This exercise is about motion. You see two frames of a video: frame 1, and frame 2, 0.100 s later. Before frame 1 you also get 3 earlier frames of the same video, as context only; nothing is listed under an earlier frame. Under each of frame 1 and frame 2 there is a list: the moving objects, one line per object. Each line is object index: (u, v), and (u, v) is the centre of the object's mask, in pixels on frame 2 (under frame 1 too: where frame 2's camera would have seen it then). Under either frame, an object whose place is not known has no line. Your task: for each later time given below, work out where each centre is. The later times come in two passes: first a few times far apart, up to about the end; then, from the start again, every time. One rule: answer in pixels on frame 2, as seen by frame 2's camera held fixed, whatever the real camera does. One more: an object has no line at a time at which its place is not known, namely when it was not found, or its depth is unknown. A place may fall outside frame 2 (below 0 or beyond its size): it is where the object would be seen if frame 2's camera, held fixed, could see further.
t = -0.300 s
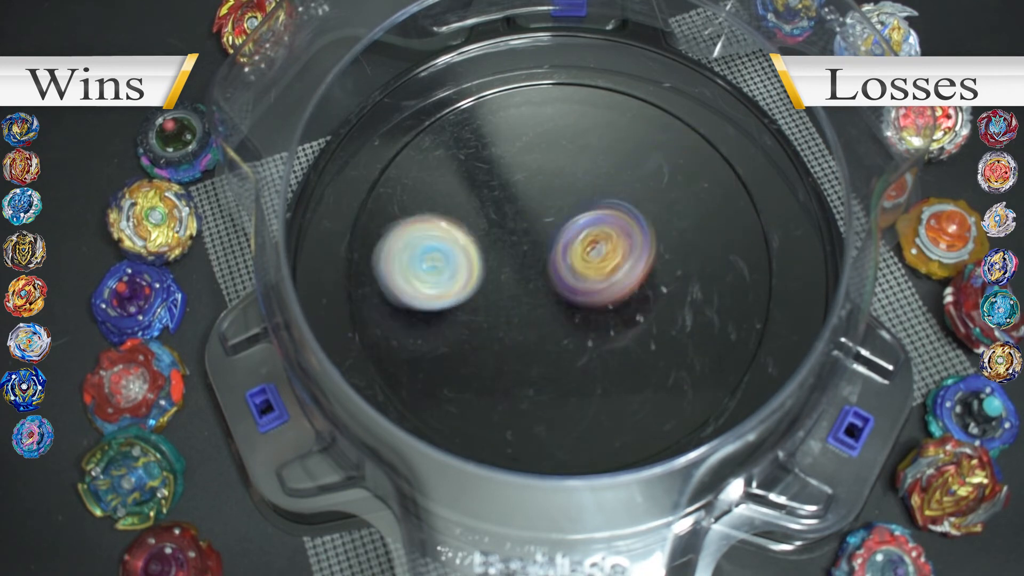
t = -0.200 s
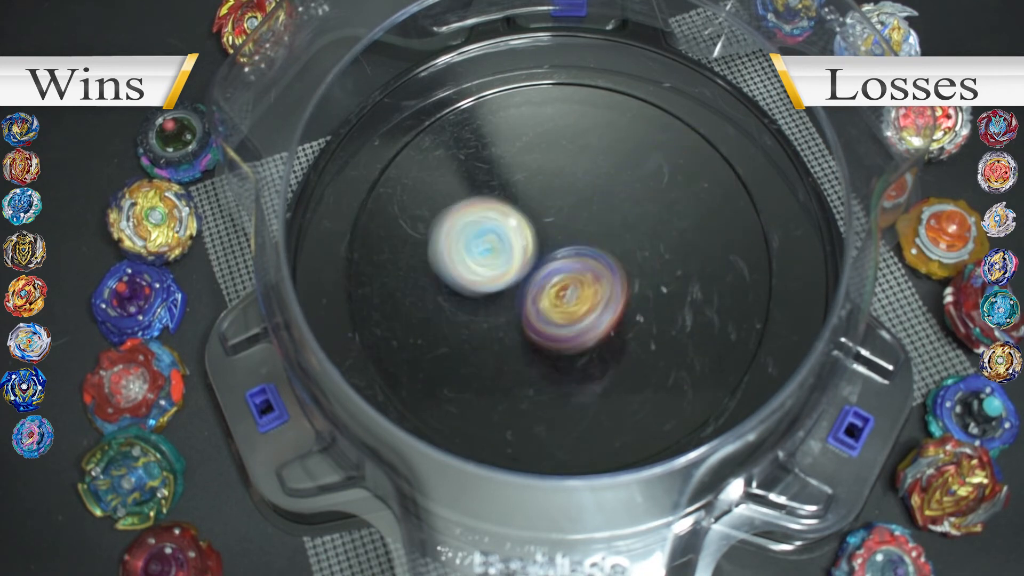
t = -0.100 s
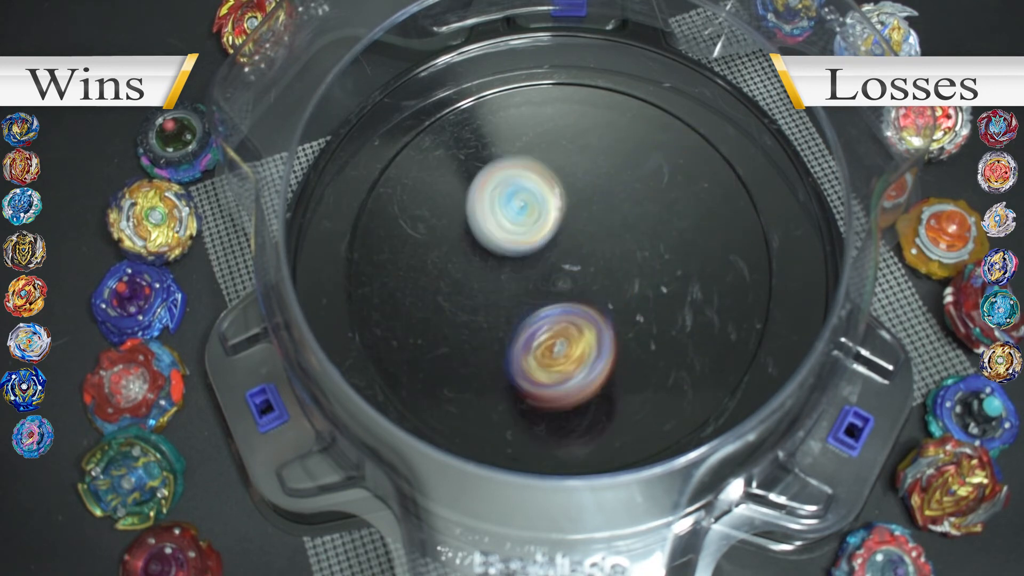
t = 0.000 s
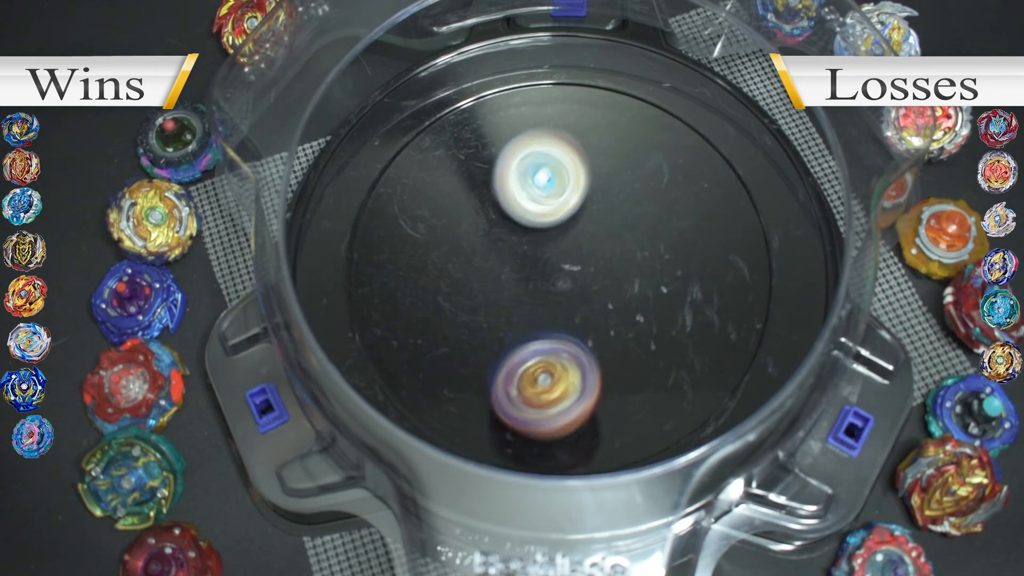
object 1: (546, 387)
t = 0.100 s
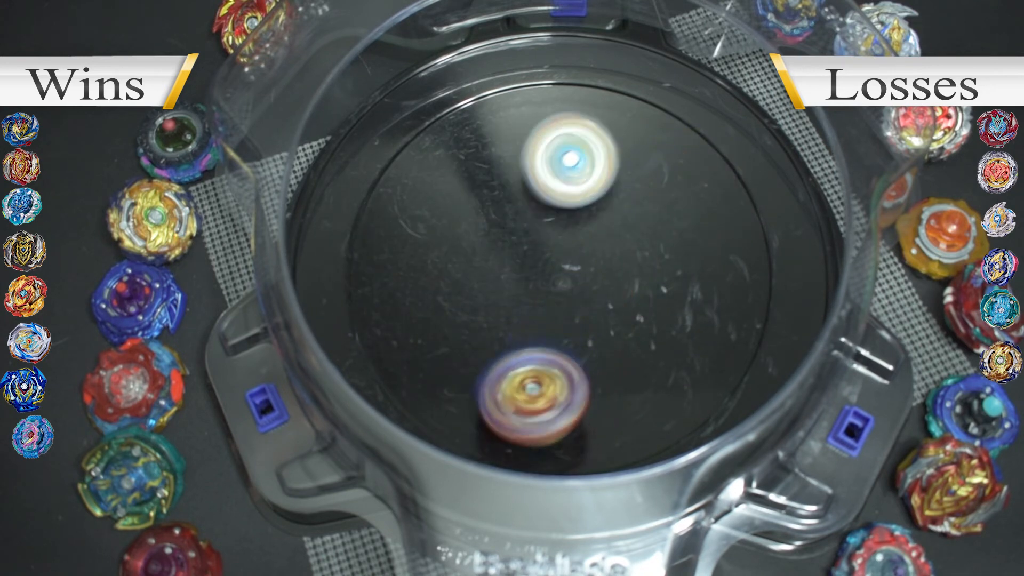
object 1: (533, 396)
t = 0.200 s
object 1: (530, 383)
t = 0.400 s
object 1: (524, 320)
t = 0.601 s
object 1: (507, 234)
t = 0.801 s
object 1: (514, 172)
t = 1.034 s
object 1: (553, 179)
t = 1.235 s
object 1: (608, 225)
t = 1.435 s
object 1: (655, 282)
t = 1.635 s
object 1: (644, 325)
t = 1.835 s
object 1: (588, 339)
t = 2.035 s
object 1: (514, 326)
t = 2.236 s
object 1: (473, 282)
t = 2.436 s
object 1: (485, 231)
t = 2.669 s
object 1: (522, 181)
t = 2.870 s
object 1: (543, 186)
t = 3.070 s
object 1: (582, 222)
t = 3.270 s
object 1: (579, 221)
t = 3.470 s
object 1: (562, 230)
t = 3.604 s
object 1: (570, 220)
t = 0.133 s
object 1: (531, 394)
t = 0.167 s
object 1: (530, 390)
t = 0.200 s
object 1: (530, 383)
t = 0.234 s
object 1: (530, 376)
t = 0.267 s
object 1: (530, 368)
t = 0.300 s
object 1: (530, 359)
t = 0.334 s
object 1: (528, 347)
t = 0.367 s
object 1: (527, 334)
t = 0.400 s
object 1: (524, 320)
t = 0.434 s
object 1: (521, 305)
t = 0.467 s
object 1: (518, 291)
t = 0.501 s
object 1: (514, 276)
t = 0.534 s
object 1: (511, 262)
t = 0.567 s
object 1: (509, 248)
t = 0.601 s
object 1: (507, 234)
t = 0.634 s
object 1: (506, 221)
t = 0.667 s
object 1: (506, 208)
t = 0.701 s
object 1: (507, 196)
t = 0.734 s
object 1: (509, 186)
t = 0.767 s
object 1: (511, 177)
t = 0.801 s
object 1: (514, 172)
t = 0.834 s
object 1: (519, 167)
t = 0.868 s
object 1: (522, 165)
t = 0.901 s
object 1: (528, 164)
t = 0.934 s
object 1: (533, 165)
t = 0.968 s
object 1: (539, 169)
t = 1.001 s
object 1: (545, 172)
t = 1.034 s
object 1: (553, 179)
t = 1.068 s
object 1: (561, 184)
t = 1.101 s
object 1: (569, 192)
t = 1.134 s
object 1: (578, 199)
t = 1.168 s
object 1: (586, 207)
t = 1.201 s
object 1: (597, 215)
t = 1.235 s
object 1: (608, 225)
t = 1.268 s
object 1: (619, 234)
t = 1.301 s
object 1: (628, 243)
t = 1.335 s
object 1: (639, 254)
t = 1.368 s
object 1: (645, 264)
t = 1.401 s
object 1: (651, 273)
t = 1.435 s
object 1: (655, 282)
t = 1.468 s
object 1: (657, 291)
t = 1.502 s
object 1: (658, 300)
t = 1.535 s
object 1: (656, 307)
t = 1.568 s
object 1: (654, 313)
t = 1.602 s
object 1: (649, 320)
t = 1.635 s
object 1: (644, 325)
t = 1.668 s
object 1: (637, 328)
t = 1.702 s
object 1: (629, 332)
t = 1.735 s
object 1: (620, 335)
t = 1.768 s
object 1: (610, 337)
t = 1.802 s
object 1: (599, 338)
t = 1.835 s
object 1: (588, 339)
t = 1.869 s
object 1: (575, 339)
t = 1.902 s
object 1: (561, 338)
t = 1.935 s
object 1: (548, 337)
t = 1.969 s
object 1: (536, 335)
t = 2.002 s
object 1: (525, 331)
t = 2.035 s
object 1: (514, 326)
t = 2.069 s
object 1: (505, 320)
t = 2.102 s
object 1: (496, 314)
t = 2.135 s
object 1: (488, 307)
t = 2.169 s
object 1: (482, 299)
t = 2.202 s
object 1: (477, 291)
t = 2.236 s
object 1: (473, 282)
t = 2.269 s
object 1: (472, 273)
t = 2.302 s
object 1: (472, 265)
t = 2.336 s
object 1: (473, 256)
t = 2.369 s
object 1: (476, 247)
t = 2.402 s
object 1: (480, 238)
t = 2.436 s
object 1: (485, 231)
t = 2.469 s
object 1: (491, 223)
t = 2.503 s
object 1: (498, 217)
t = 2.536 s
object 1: (505, 209)
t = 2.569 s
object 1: (514, 204)
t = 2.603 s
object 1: (522, 198)
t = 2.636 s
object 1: (524, 189)
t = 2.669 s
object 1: (522, 181)
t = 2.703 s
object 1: (525, 177)
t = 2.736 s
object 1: (526, 174)
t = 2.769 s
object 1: (531, 176)
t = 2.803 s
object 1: (533, 178)
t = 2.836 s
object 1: (539, 182)
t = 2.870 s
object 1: (543, 186)
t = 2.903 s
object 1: (550, 191)
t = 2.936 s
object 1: (557, 198)
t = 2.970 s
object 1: (564, 205)
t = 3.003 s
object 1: (572, 215)
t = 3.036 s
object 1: (578, 221)
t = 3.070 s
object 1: (582, 222)
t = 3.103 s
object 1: (583, 221)
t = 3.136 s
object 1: (585, 221)
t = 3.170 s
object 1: (582, 221)
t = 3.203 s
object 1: (581, 220)
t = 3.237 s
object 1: (580, 221)
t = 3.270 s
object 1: (579, 221)
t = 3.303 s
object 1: (578, 222)
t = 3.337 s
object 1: (576, 223)
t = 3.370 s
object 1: (575, 224)
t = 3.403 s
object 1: (570, 226)
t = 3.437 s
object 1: (567, 228)
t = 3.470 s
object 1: (562, 230)
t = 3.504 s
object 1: (559, 232)
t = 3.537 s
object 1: (557, 233)
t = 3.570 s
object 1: (566, 226)
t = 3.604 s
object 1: (570, 220)
